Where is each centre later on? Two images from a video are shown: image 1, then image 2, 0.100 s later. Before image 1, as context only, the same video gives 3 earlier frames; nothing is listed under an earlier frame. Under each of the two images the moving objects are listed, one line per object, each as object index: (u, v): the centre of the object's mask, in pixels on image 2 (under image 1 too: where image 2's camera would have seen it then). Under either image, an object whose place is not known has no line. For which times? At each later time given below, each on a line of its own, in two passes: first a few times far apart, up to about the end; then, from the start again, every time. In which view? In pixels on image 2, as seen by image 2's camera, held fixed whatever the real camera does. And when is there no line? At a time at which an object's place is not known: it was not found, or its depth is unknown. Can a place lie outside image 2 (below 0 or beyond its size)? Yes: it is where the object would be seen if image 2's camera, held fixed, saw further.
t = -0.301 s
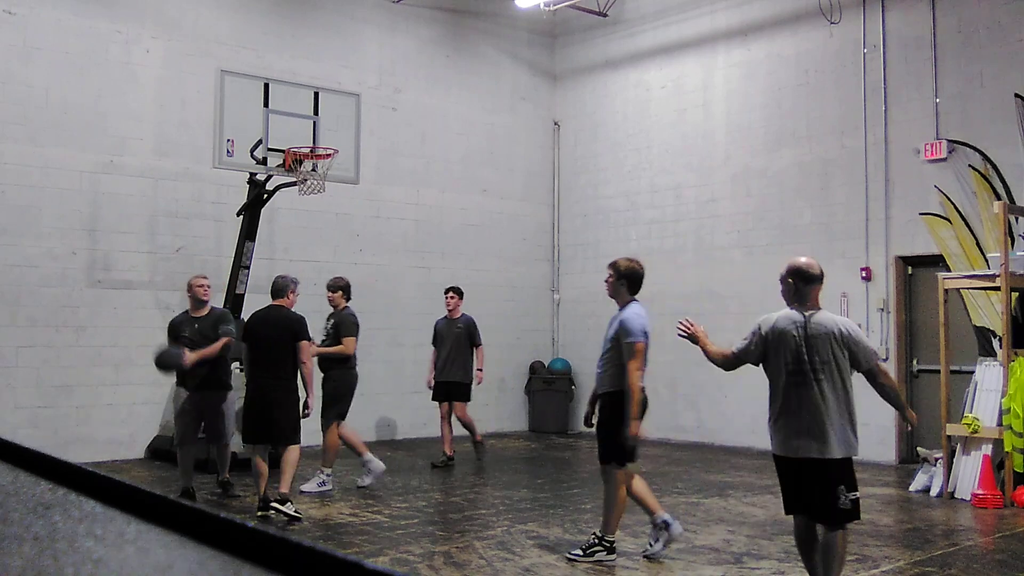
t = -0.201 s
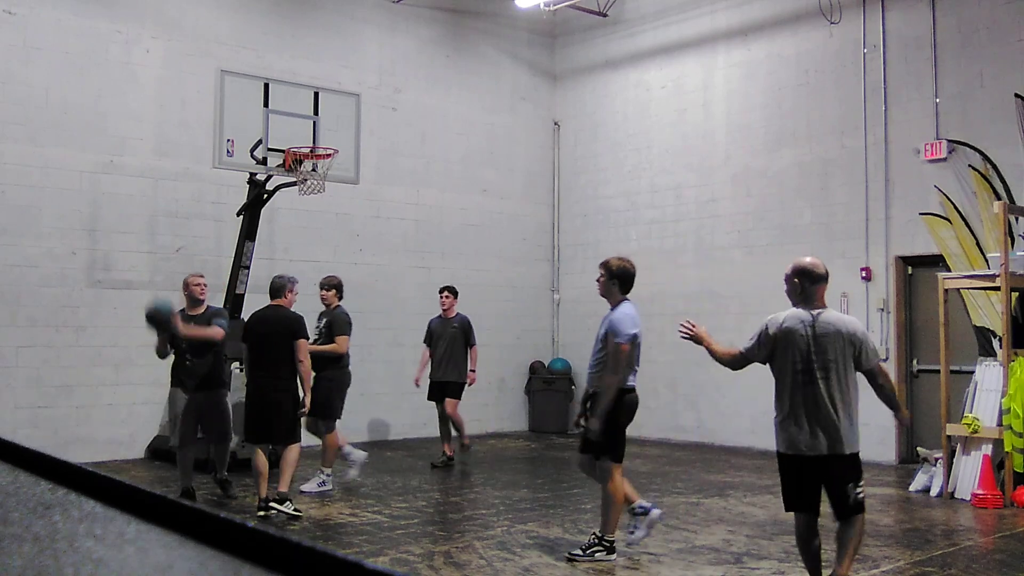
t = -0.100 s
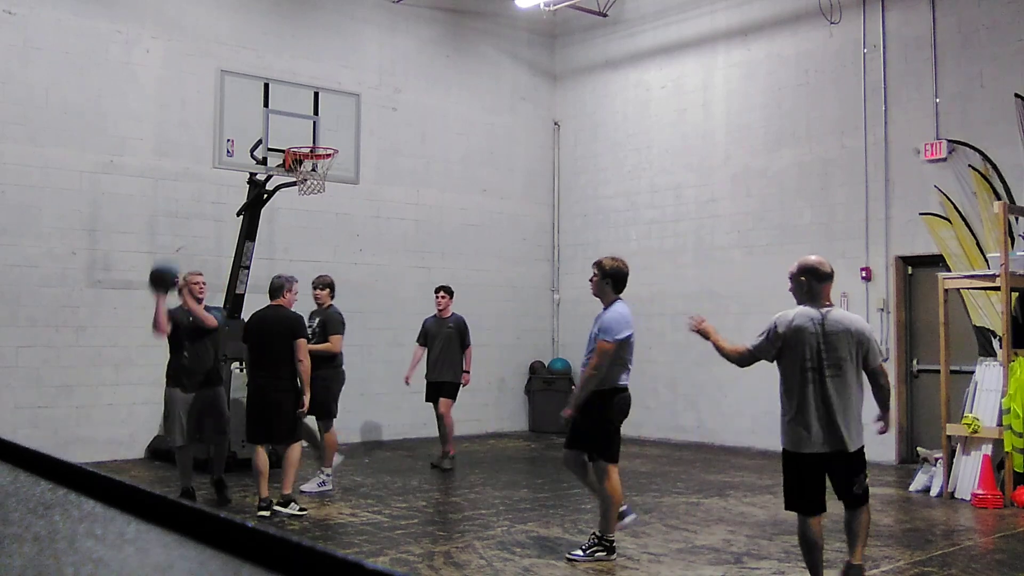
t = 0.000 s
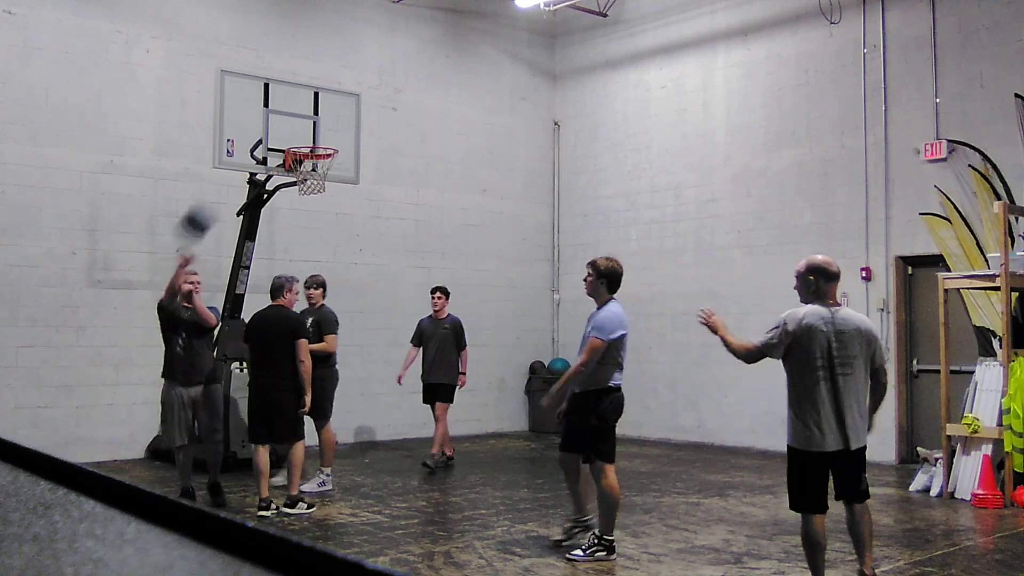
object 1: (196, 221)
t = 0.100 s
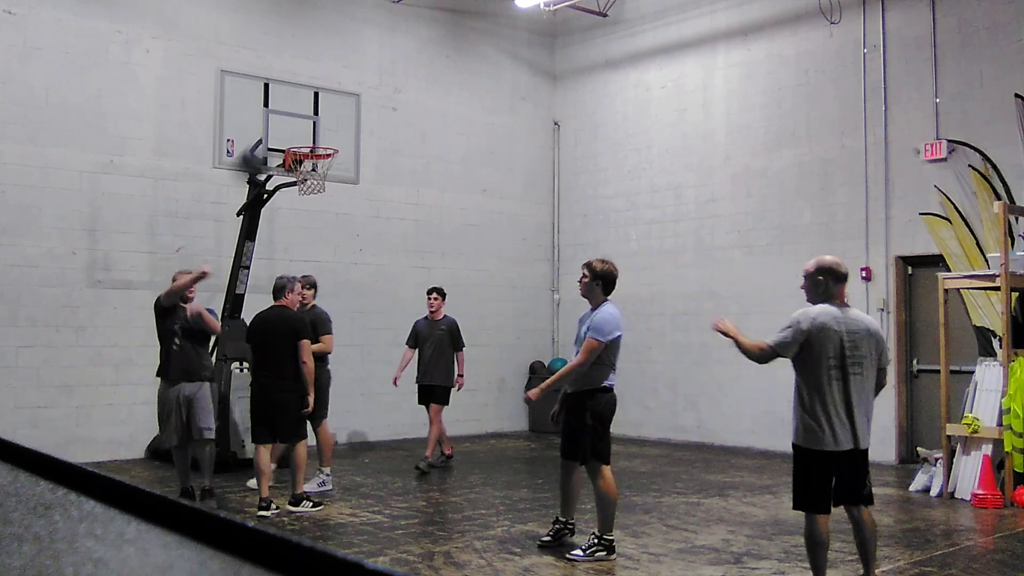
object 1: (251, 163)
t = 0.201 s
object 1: (312, 112)
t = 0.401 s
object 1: (447, 42)
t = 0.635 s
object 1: (632, 28)
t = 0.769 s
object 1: (764, 66)
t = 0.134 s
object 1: (270, 145)
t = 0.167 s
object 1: (292, 129)
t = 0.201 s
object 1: (312, 112)
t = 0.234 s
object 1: (334, 96)
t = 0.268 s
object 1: (356, 83)
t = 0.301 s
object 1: (376, 72)
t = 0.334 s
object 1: (399, 61)
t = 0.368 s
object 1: (422, 51)
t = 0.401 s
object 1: (447, 42)
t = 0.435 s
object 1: (472, 35)
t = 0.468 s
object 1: (496, 31)
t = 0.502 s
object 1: (519, 30)
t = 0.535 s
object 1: (549, 29)
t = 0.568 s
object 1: (578, 26)
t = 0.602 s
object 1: (605, 26)
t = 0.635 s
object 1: (632, 28)
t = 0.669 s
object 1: (667, 36)
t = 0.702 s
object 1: (696, 44)
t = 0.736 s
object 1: (730, 52)
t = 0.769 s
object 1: (764, 66)
